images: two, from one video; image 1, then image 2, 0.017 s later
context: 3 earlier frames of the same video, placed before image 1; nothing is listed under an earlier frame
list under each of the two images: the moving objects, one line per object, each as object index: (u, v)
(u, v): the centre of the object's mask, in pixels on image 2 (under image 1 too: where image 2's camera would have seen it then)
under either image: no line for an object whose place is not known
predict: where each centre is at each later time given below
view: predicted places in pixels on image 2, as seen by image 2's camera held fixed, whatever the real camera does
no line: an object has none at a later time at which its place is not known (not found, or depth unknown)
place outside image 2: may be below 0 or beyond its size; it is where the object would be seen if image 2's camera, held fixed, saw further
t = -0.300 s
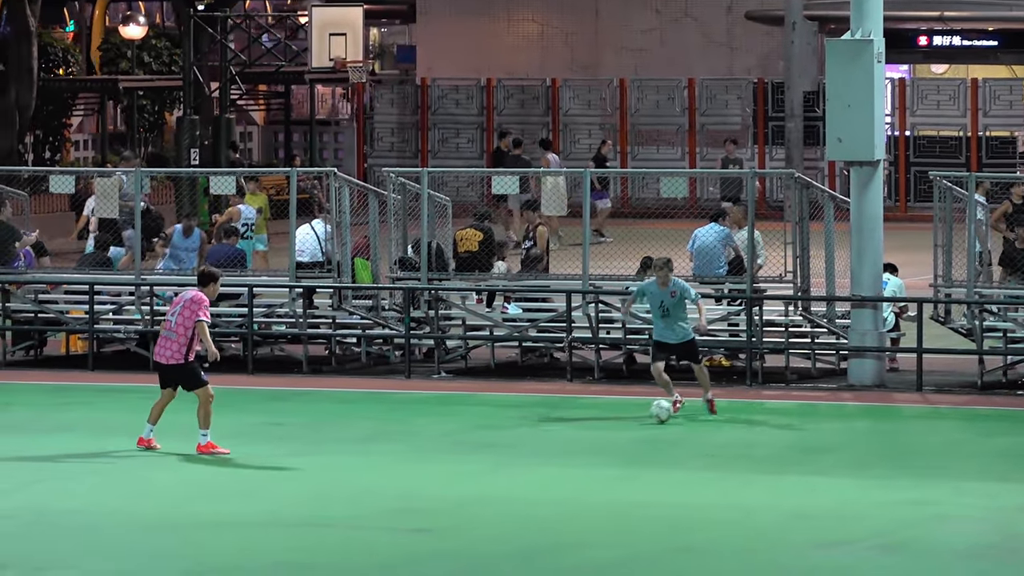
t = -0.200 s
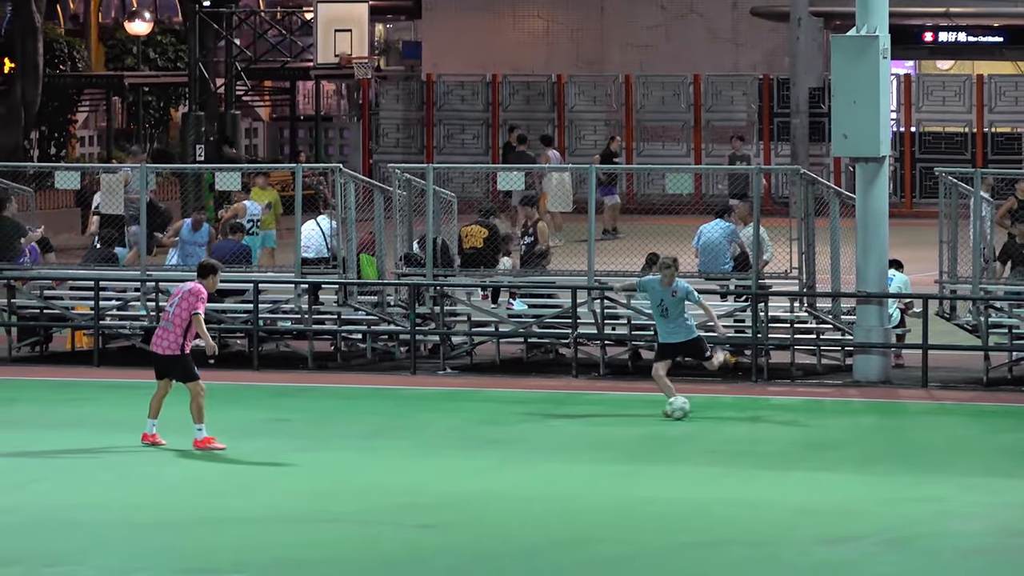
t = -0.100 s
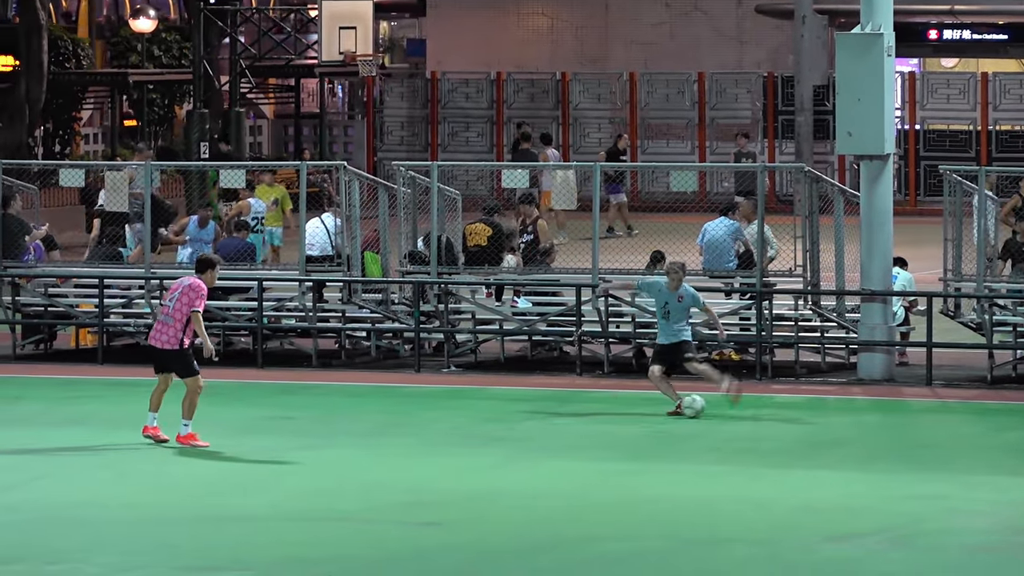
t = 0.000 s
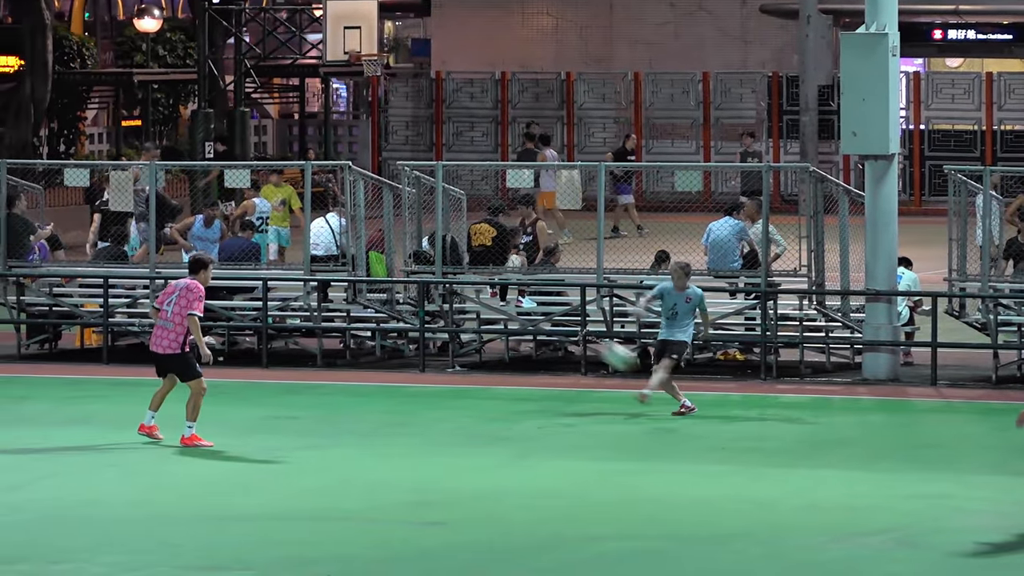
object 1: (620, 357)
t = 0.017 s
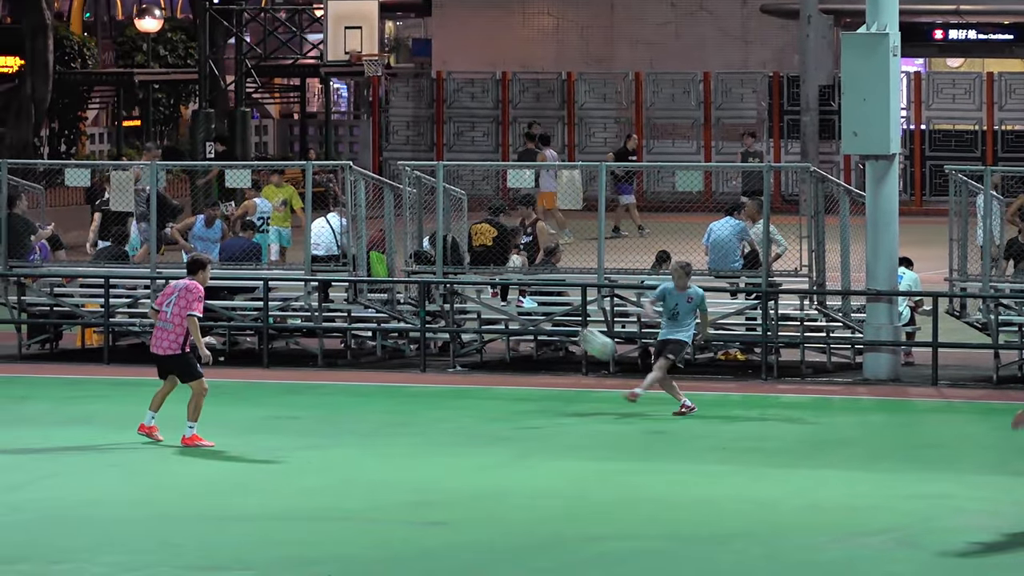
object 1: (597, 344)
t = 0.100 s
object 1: (489, 282)
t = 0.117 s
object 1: (467, 269)
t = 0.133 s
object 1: (444, 257)
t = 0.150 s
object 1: (424, 248)
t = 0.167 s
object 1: (401, 236)
